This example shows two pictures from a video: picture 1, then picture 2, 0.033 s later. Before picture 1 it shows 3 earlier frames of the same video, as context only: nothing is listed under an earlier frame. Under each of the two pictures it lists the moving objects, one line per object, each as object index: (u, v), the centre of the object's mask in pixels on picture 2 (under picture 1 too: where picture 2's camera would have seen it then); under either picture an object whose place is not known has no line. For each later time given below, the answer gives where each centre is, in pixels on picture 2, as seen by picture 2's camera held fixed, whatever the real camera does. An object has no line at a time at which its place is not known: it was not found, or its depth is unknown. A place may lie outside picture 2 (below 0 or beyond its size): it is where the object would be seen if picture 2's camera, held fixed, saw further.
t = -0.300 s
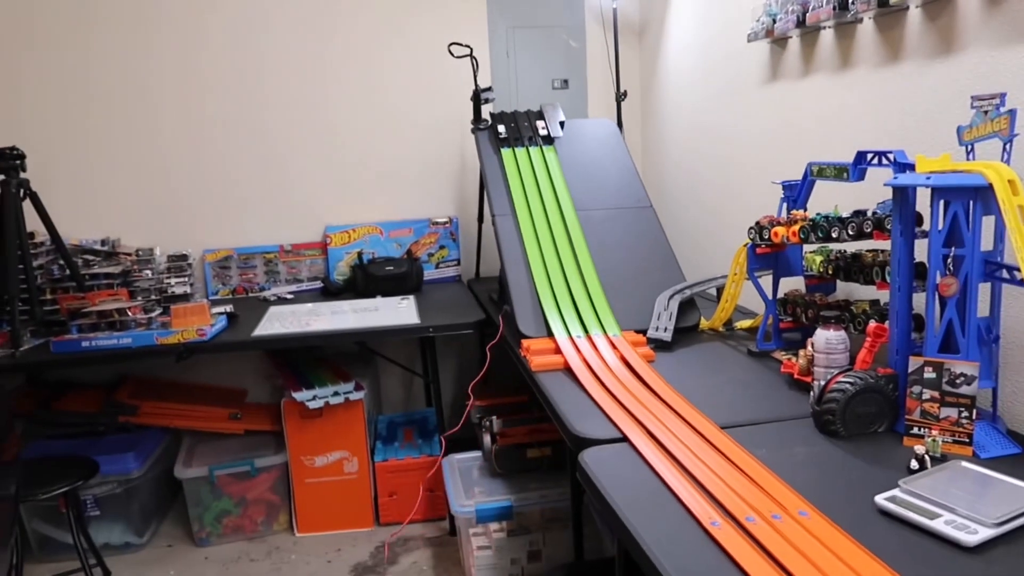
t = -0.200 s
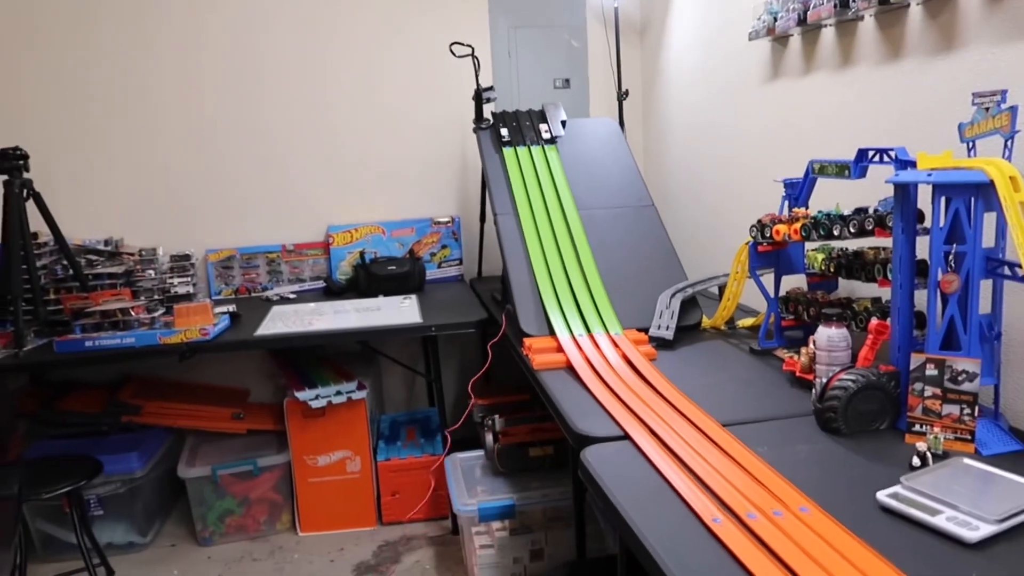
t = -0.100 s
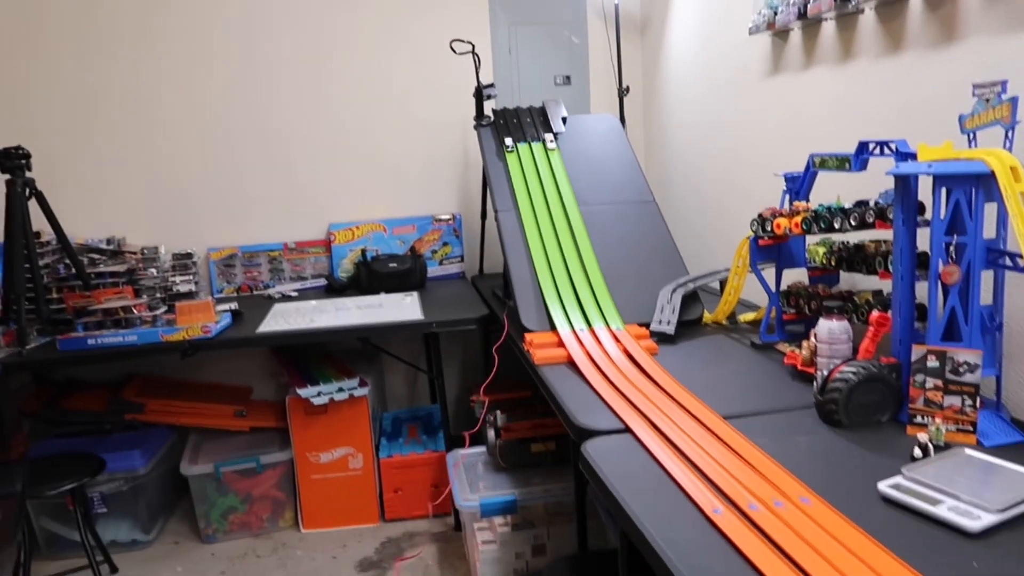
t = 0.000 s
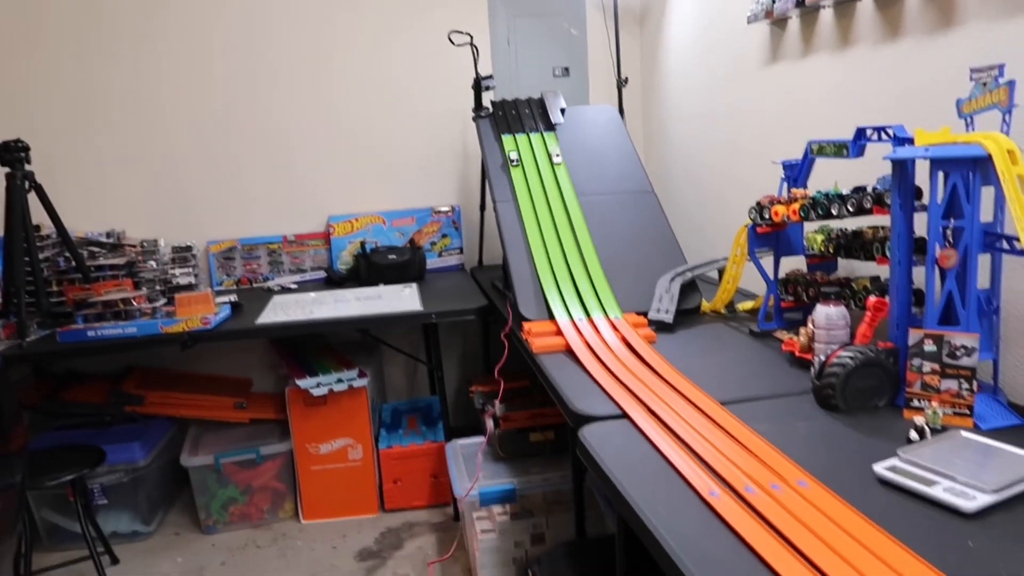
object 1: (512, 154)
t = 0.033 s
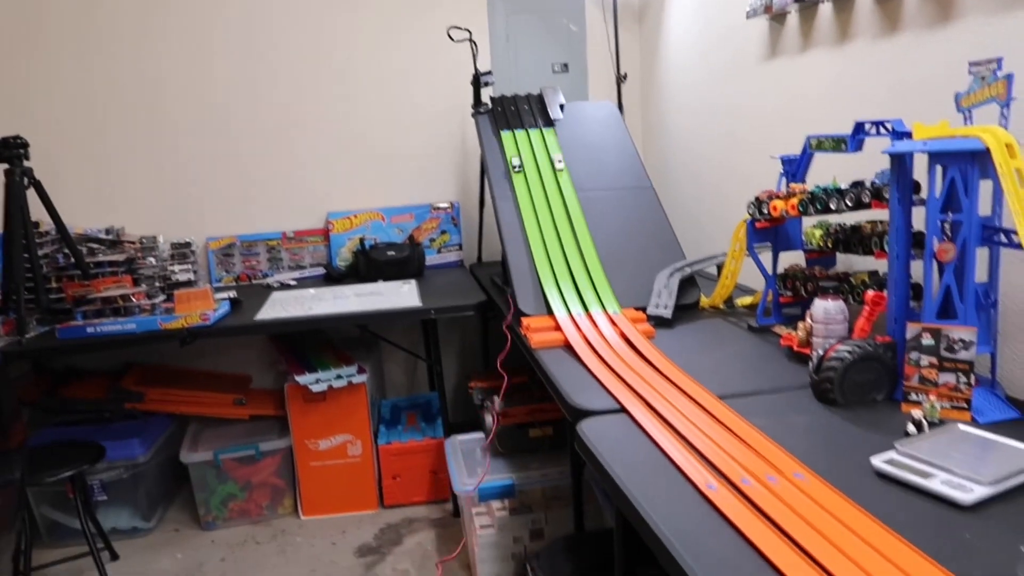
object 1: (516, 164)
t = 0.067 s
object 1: (519, 176)
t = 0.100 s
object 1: (522, 188)
